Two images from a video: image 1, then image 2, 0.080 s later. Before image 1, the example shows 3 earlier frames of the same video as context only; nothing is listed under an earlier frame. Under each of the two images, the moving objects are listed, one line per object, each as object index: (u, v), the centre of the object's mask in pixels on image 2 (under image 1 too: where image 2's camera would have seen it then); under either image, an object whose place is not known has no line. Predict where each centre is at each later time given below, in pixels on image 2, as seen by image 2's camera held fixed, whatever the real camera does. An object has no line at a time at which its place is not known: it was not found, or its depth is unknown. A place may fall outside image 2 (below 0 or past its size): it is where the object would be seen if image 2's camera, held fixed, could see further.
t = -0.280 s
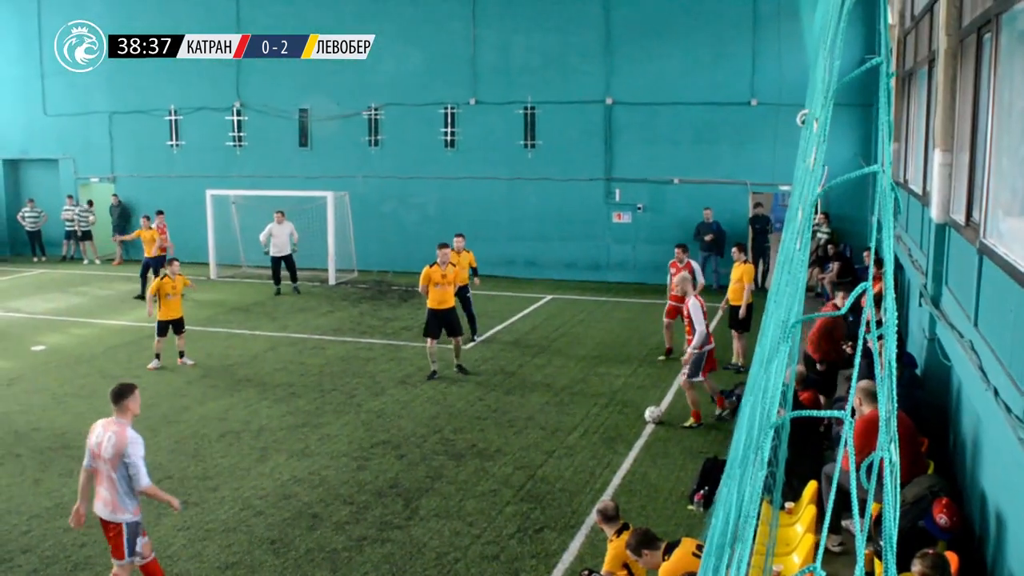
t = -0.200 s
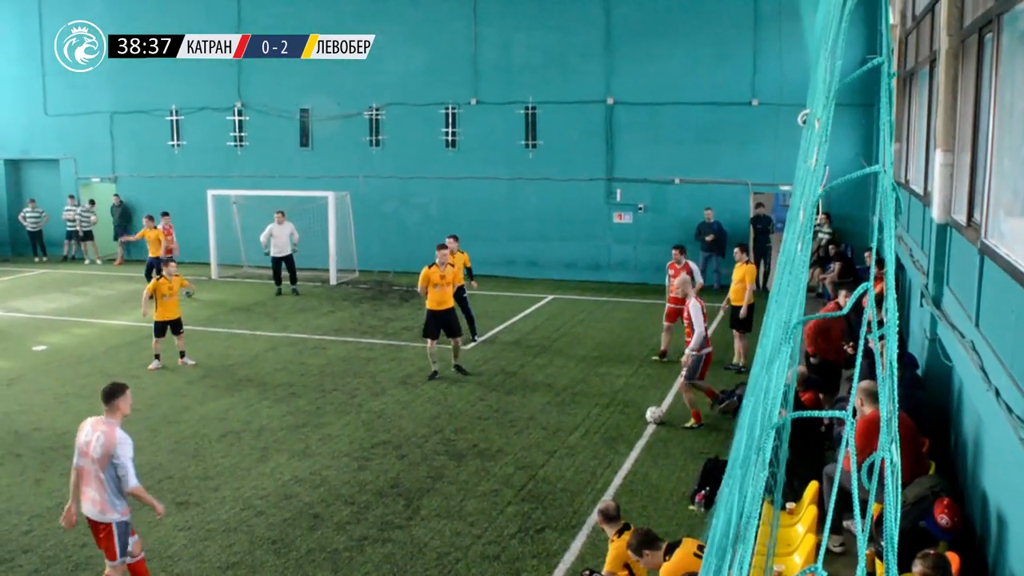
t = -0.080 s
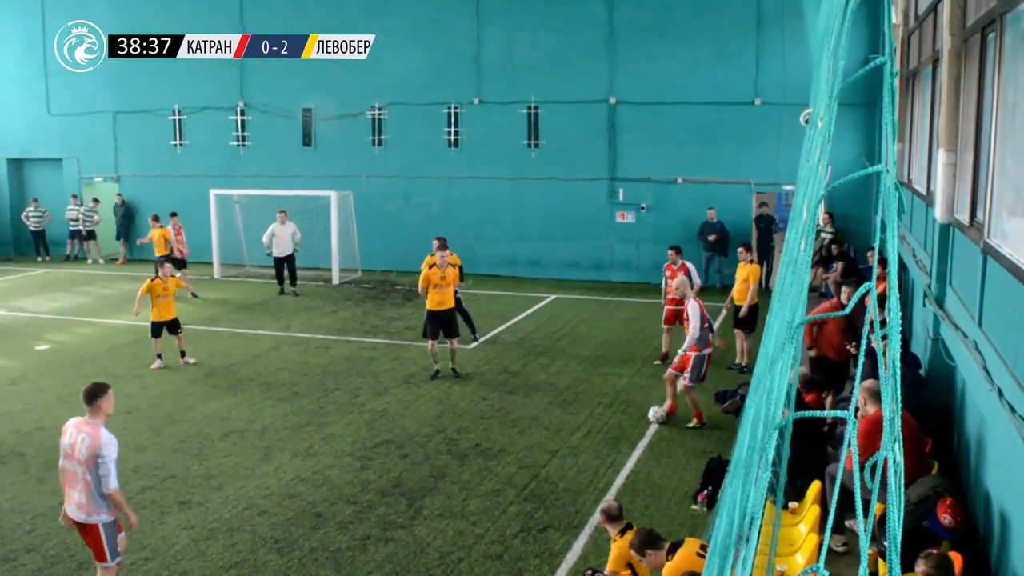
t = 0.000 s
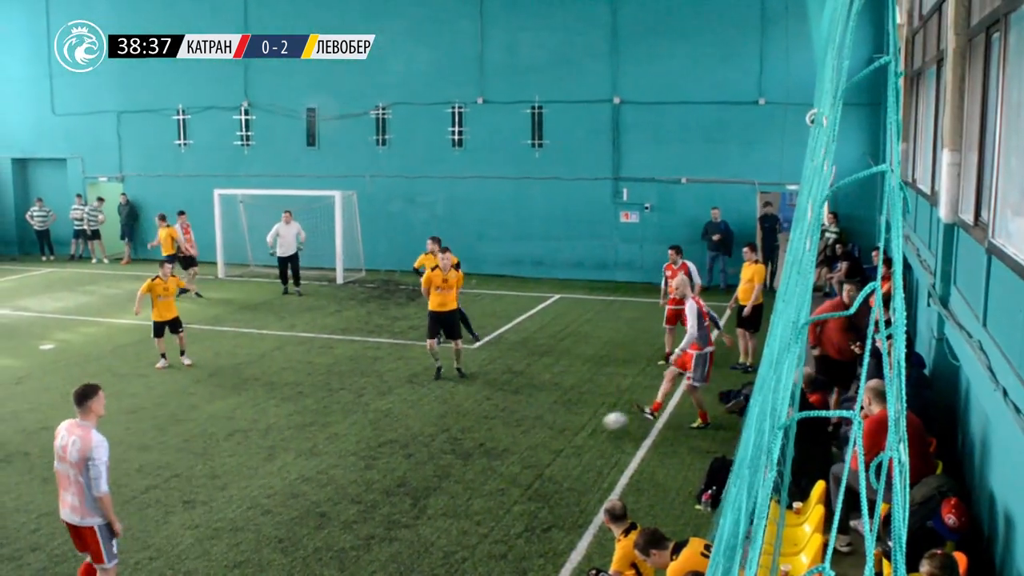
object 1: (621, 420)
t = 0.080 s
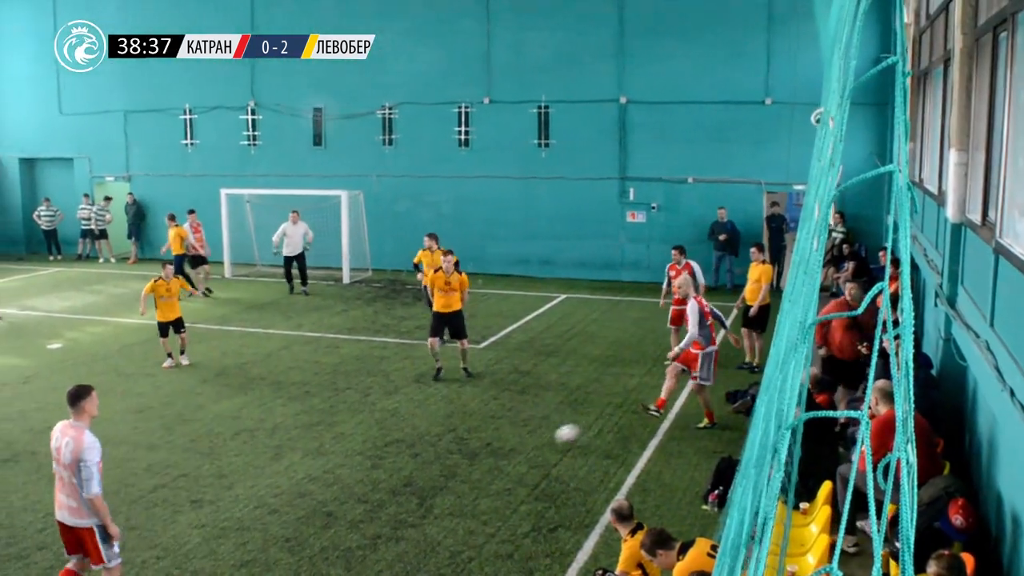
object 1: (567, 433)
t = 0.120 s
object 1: (539, 442)
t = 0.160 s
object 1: (509, 454)
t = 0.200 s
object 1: (482, 460)
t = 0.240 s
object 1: (454, 464)
